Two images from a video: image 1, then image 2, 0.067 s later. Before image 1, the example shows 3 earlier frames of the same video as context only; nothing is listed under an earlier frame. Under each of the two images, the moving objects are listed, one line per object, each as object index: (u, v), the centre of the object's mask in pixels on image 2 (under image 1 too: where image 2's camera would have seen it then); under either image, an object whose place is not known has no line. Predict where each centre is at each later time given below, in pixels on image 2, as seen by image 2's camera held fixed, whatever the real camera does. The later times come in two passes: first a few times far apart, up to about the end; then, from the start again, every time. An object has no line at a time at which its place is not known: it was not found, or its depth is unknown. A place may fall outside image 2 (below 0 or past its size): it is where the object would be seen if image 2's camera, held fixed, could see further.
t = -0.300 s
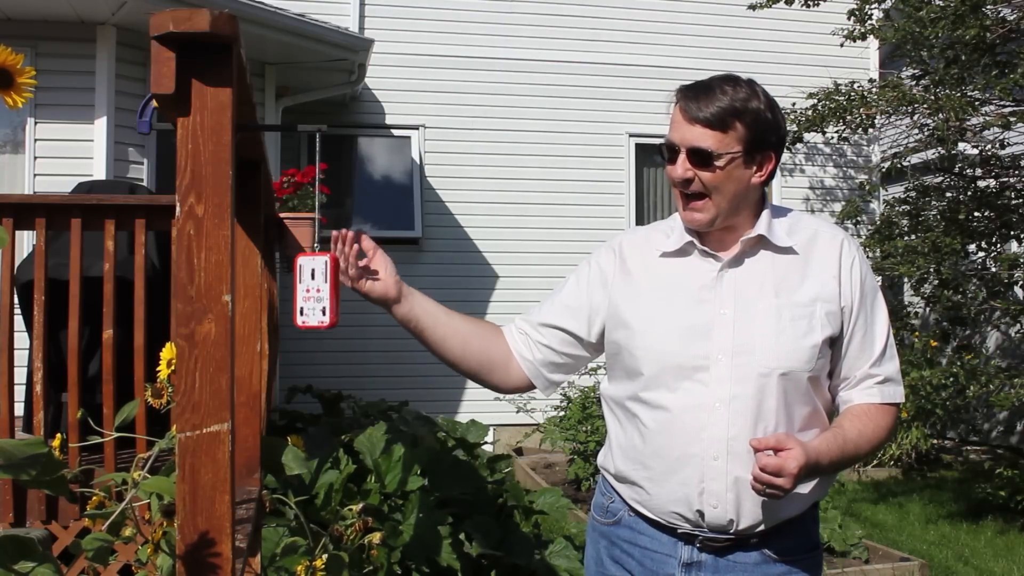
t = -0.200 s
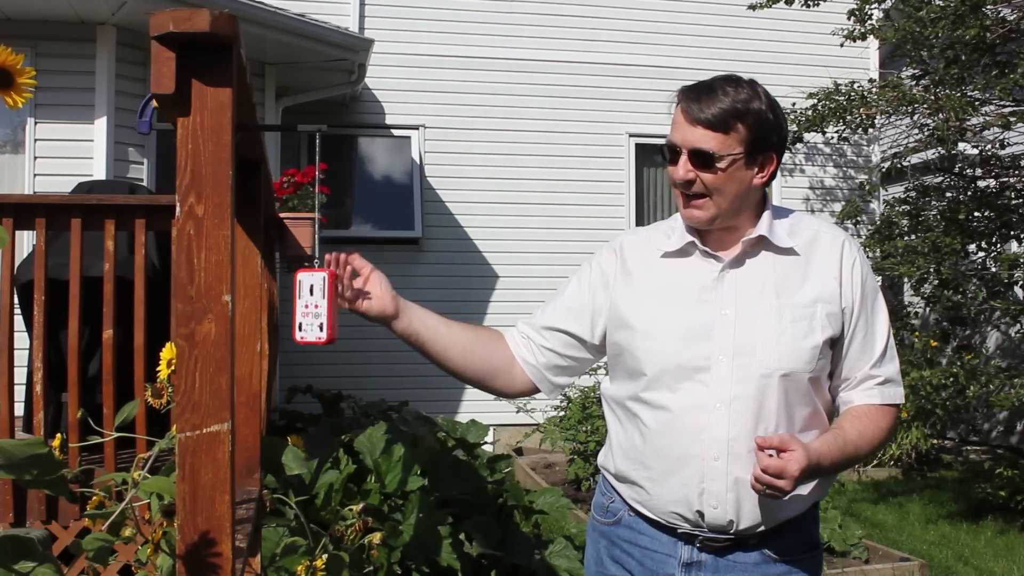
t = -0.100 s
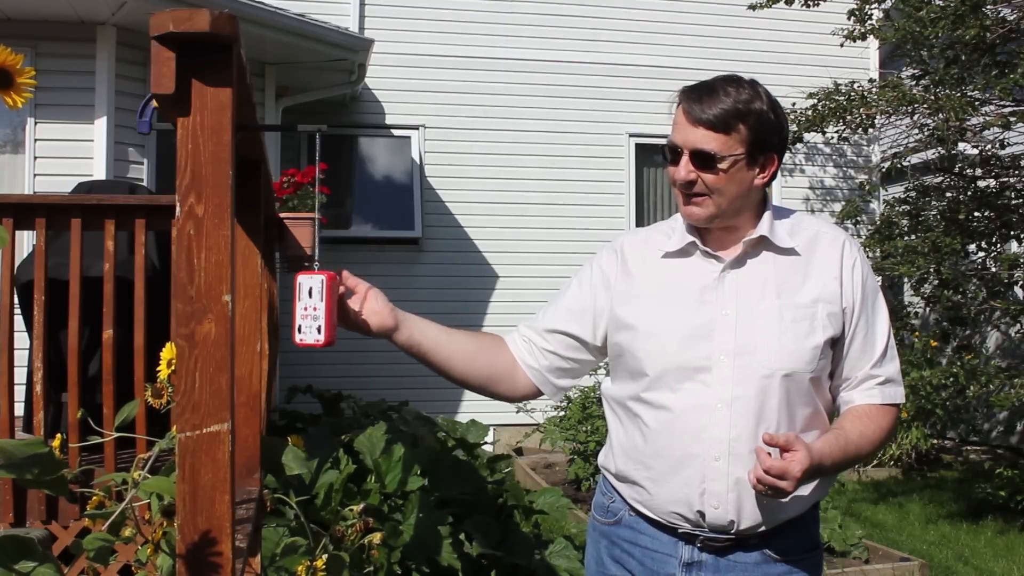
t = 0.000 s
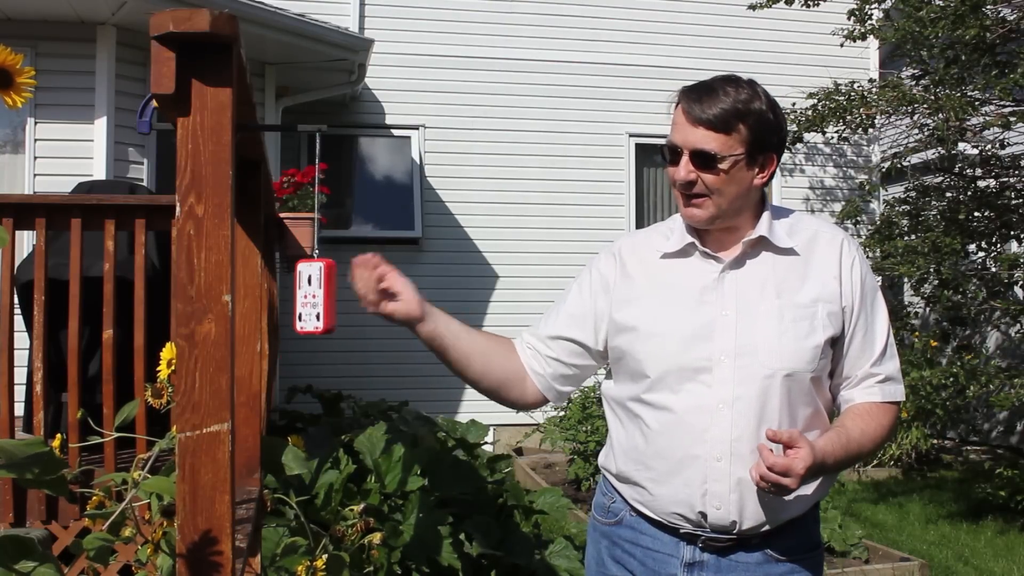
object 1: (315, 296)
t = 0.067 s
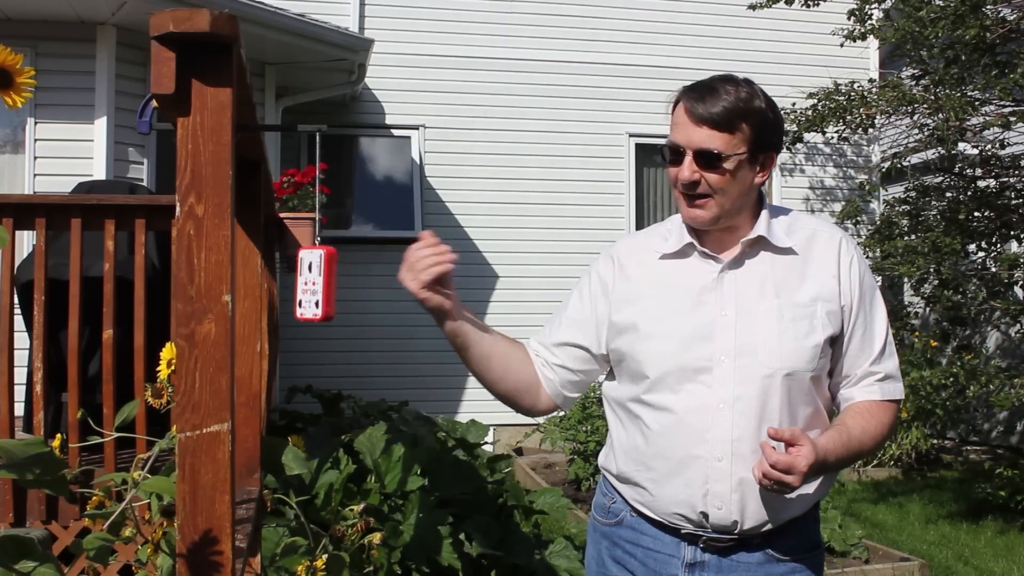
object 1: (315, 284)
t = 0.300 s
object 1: (318, 259)
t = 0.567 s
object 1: (318, 303)
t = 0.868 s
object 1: (315, 282)
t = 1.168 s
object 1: (315, 267)
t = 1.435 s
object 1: (318, 309)
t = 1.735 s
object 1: (317, 269)
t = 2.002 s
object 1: (313, 274)
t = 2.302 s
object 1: (317, 306)
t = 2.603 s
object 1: (319, 261)
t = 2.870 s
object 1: (316, 288)
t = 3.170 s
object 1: (315, 298)
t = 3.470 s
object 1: (318, 260)
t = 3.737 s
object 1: (318, 301)
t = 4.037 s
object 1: (314, 285)
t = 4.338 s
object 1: (316, 266)
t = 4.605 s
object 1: (318, 308)
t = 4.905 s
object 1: (317, 271)
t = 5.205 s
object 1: (314, 278)
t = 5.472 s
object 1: (316, 307)
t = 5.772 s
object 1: (319, 262)
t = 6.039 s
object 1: (315, 286)
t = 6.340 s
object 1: (315, 300)
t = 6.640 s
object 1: (319, 260)
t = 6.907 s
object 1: (318, 298)
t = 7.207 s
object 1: (314, 287)
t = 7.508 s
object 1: (315, 265)
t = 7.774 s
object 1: (318, 306)
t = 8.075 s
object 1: (316, 273)
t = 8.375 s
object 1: (314, 276)
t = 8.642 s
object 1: (318, 306)
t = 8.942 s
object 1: (319, 264)
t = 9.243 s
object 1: (316, 290)
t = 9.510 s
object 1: (315, 300)
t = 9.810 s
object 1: (319, 260)
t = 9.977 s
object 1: (319, 279)
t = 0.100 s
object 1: (316, 277)
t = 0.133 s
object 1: (316, 271)
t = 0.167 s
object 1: (317, 265)
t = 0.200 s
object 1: (317, 261)
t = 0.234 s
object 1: (317, 259)
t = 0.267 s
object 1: (317, 259)
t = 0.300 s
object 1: (318, 259)
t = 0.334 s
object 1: (318, 262)
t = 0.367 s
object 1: (318, 267)
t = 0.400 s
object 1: (318, 272)
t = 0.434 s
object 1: (318, 278)
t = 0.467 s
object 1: (318, 285)
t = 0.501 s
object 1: (318, 291)
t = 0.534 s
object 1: (318, 298)
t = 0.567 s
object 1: (318, 303)
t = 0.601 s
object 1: (318, 307)
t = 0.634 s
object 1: (317, 309)
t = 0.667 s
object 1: (317, 309)
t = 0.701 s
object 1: (317, 308)
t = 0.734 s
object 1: (316, 305)
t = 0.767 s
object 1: (316, 301)
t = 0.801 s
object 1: (316, 295)
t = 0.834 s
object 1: (315, 289)
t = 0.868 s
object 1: (315, 282)
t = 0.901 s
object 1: (315, 276)
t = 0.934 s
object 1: (315, 270)
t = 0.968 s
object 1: (315, 265)
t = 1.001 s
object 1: (315, 261)
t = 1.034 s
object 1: (315, 259)
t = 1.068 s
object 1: (315, 258)
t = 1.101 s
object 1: (315, 259)
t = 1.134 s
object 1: (315, 262)
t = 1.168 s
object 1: (315, 267)
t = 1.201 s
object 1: (315, 272)
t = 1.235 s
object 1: (315, 279)
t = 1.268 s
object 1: (316, 286)
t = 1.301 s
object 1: (317, 292)
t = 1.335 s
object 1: (317, 298)
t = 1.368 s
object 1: (317, 303)
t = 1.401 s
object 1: (318, 307)
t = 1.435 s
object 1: (318, 309)
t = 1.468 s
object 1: (318, 309)
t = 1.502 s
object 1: (318, 308)
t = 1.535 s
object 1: (318, 304)
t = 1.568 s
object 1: (318, 300)
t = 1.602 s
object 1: (318, 294)
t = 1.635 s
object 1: (318, 288)
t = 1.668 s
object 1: (317, 281)
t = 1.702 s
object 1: (317, 275)
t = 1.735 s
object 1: (317, 269)
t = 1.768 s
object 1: (316, 264)
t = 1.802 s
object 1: (316, 260)
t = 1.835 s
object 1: (315, 258)
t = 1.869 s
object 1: (315, 258)
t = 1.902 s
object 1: (315, 260)
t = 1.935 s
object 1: (314, 263)
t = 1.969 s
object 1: (314, 268)
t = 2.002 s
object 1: (313, 274)
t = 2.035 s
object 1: (313, 280)
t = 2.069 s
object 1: (313, 287)
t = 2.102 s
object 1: (313, 293)
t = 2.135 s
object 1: (314, 299)
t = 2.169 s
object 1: (314, 304)
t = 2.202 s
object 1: (314, 307)
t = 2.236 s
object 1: (315, 308)
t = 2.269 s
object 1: (316, 308)
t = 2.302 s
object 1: (317, 306)
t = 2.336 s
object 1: (317, 303)
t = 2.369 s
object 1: (318, 298)
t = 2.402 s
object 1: (318, 293)
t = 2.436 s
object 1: (318, 286)
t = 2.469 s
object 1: (319, 280)
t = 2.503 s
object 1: (319, 273)
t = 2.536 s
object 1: (319, 268)
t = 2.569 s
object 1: (319, 264)
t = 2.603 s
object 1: (319, 261)
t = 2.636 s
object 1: (319, 259)
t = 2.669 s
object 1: (319, 259)
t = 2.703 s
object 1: (319, 261)
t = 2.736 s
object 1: (318, 265)
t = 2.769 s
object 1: (318, 269)
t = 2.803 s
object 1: (317, 275)
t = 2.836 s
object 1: (317, 281)
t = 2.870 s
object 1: (316, 288)
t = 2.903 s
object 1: (316, 294)
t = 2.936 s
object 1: (316, 300)
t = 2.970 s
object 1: (315, 304)
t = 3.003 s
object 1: (315, 307)
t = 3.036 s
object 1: (315, 309)
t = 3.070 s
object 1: (315, 308)
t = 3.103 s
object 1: (315, 307)
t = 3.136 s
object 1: (315, 303)
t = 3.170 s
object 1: (315, 298)
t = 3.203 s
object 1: (315, 292)
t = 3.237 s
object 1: (315, 285)
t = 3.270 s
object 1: (316, 279)
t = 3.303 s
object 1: (316, 273)
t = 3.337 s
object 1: (317, 268)
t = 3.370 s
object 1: (317, 263)
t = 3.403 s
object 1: (318, 260)
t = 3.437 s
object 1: (318, 259)
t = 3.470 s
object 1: (318, 260)
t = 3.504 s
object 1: (318, 262)
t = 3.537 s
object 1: (318, 265)
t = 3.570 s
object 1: (319, 270)
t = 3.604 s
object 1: (318, 276)
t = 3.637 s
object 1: (318, 283)
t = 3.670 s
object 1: (318, 289)
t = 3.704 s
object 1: (318, 295)
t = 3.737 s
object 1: (318, 301)
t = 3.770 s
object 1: (317, 305)
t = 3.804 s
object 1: (317, 308)
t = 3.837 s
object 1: (317, 309)
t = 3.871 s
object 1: (316, 308)
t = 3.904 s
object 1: (316, 306)
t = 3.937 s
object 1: (315, 302)
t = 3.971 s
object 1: (315, 297)
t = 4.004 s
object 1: (314, 291)
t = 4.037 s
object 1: (314, 285)
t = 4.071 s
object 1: (314, 278)
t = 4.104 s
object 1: (314, 272)
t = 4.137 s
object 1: (314, 267)
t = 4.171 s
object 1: (314, 263)
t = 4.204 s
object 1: (315, 260)
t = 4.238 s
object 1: (315, 259)
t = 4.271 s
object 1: (315, 260)
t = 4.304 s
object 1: (315, 262)
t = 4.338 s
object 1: (316, 266)
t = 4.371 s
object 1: (316, 271)
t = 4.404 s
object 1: (316, 277)
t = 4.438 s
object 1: (316, 284)
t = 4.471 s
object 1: (317, 290)
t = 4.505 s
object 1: (317, 296)
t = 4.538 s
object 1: (318, 301)
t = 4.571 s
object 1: (318, 305)
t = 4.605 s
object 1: (318, 308)
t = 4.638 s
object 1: (318, 309)
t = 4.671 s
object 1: (318, 308)
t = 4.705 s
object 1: (318, 305)
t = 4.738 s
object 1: (318, 301)
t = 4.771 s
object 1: (318, 296)
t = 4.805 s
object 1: (318, 290)
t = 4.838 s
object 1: (317, 283)
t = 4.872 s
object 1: (317, 277)
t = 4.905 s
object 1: (317, 271)
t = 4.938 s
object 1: (316, 266)
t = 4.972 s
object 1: (316, 262)
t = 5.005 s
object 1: (315, 260)
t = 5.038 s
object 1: (315, 259)
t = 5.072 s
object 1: (315, 260)
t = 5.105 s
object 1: (315, 263)
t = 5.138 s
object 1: (314, 267)
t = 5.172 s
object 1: (314, 272)
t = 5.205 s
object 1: (314, 278)
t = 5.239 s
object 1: (314, 285)
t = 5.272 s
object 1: (314, 291)
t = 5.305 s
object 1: (315, 297)
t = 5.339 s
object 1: (315, 302)
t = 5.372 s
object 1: (315, 306)
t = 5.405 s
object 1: (315, 308)
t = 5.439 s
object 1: (316, 308)
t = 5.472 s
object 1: (316, 307)
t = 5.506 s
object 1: (317, 304)
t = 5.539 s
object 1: (317, 300)
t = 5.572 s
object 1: (318, 295)
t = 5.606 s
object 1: (318, 289)
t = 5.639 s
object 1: (318, 282)
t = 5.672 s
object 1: (318, 276)
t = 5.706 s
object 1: (319, 270)
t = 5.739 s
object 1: (319, 266)
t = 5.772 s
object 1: (319, 262)
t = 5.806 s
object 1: (318, 260)
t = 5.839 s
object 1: (318, 260)
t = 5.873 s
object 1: (318, 261)
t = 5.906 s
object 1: (317, 264)
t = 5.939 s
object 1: (317, 268)
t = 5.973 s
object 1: (316, 273)
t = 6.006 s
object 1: (316, 280)
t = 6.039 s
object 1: (315, 286)
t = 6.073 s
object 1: (315, 292)
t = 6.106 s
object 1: (315, 298)
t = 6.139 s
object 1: (314, 303)
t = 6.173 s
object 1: (314, 306)
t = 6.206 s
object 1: (314, 308)
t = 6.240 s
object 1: (314, 308)
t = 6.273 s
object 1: (314, 307)
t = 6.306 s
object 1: (315, 304)
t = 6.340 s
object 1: (315, 300)
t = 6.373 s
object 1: (315, 294)
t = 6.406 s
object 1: (316, 288)
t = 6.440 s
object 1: (316, 282)
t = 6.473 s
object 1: (317, 275)
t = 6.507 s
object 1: (317, 270)
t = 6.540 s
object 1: (318, 265)
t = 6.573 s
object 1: (318, 262)
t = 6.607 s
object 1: (318, 260)
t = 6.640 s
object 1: (319, 260)
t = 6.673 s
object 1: (319, 262)
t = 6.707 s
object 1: (319, 264)
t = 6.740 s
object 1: (319, 269)
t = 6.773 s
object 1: (319, 274)
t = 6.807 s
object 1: (319, 281)
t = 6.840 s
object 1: (319, 287)
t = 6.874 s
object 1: (318, 293)
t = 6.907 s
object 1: (318, 298)
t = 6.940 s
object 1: (317, 302)
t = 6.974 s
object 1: (316, 306)
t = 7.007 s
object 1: (315, 307)
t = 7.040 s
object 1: (315, 308)
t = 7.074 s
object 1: (315, 306)
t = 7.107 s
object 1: (315, 303)
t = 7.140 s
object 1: (314, 298)
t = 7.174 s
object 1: (314, 293)
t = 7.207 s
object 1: (314, 287)
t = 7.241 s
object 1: (314, 280)
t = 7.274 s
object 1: (314, 274)
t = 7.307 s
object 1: (314, 269)
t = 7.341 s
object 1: (314, 264)
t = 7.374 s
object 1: (314, 261)
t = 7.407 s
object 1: (314, 260)
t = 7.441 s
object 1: (315, 260)
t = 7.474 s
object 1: (315, 262)
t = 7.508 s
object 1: (315, 265)
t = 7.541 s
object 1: (316, 269)
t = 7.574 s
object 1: (316, 275)
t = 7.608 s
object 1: (317, 281)
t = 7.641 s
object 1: (317, 287)
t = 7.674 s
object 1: (317, 294)
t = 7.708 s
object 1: (317, 299)
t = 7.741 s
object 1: (317, 303)
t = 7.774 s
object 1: (318, 306)
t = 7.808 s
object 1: (318, 307)
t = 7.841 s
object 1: (318, 307)
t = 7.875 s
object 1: (318, 305)
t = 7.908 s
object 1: (317, 302)
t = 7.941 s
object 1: (317, 297)
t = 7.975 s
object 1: (317, 292)
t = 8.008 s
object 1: (317, 285)
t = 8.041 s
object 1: (316, 279)
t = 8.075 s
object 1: (316, 273)
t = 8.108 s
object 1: (315, 268)
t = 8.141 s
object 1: (315, 264)
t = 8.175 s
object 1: (315, 261)
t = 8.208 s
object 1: (314, 260)
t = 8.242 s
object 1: (314, 260)
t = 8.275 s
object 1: (314, 262)
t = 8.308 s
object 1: (314, 266)
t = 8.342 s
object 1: (314, 271)
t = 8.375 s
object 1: (314, 276)
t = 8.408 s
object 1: (314, 282)
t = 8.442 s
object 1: (314, 288)
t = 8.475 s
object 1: (314, 294)
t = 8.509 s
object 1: (314, 299)
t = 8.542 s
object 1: (315, 303)
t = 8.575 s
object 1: (316, 306)
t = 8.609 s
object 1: (317, 307)
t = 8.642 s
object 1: (318, 306)
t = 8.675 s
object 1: (318, 305)
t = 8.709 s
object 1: (318, 301)
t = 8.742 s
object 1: (319, 296)
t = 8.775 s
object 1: (319, 290)
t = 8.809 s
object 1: (319, 284)
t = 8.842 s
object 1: (320, 278)
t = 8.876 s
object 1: (320, 272)
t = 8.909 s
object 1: (320, 268)
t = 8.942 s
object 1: (319, 264)
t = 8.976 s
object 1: (319, 261)
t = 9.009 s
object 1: (319, 260)
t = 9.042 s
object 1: (318, 261)
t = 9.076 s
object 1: (318, 263)
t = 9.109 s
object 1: (318, 267)
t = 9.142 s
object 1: (317, 272)
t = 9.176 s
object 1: (316, 278)
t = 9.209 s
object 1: (316, 284)
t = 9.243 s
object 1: (316, 290)
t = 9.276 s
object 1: (315, 296)
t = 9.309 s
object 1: (315, 301)
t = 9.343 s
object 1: (315, 304)
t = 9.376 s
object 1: (314, 307)
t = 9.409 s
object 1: (314, 308)
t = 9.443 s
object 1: (314, 307)
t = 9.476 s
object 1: (315, 304)
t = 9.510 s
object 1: (315, 300)
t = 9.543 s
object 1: (315, 295)
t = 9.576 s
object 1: (316, 289)
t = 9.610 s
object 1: (316, 283)
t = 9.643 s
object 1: (317, 277)
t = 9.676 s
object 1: (317, 271)
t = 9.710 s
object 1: (318, 267)
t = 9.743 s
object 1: (318, 263)
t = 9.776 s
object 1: (318, 261)
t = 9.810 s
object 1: (319, 260)
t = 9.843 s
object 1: (319, 261)
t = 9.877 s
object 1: (319, 264)
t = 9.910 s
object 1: (319, 268)
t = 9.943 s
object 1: (319, 273)
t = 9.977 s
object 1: (319, 279)
